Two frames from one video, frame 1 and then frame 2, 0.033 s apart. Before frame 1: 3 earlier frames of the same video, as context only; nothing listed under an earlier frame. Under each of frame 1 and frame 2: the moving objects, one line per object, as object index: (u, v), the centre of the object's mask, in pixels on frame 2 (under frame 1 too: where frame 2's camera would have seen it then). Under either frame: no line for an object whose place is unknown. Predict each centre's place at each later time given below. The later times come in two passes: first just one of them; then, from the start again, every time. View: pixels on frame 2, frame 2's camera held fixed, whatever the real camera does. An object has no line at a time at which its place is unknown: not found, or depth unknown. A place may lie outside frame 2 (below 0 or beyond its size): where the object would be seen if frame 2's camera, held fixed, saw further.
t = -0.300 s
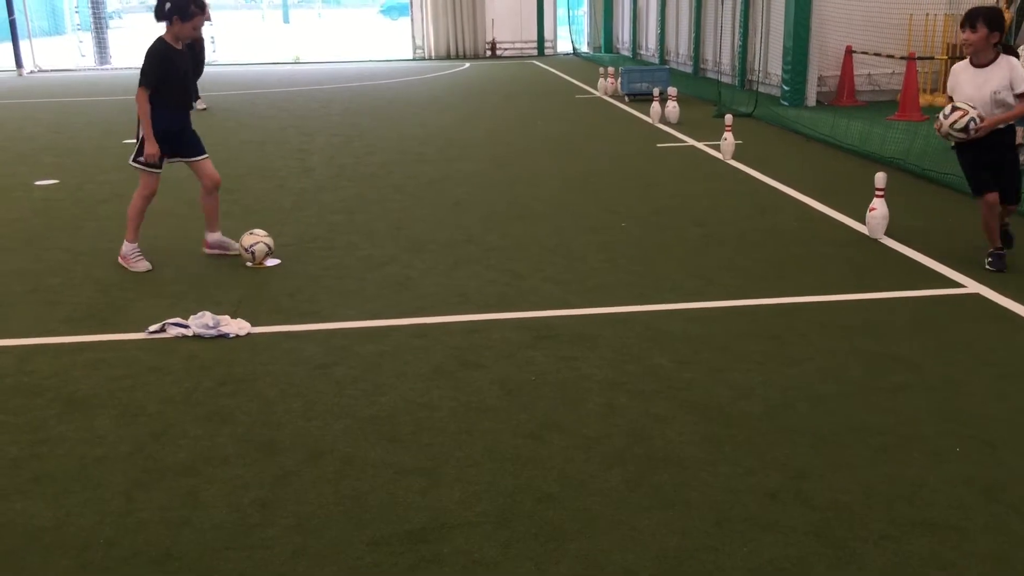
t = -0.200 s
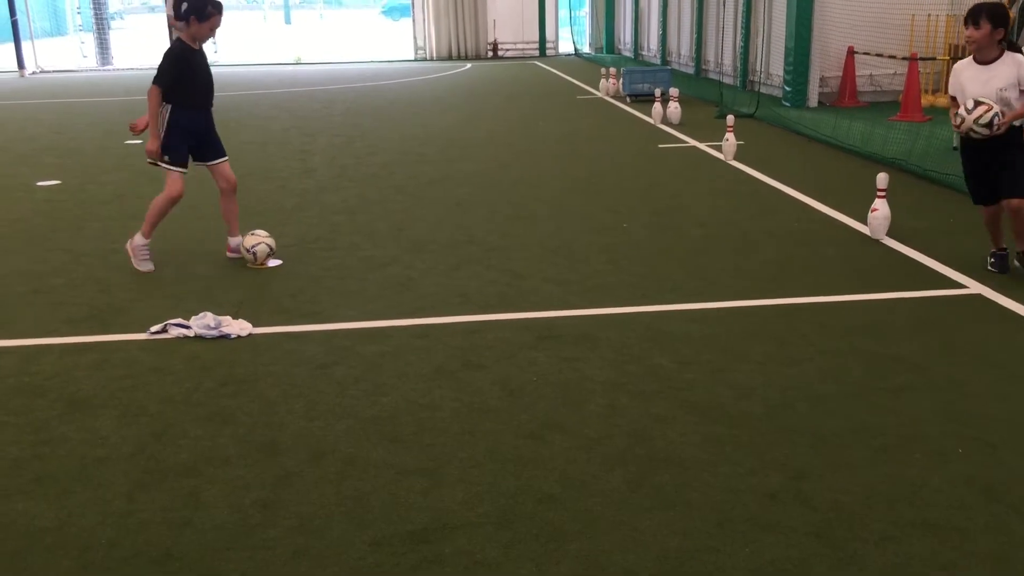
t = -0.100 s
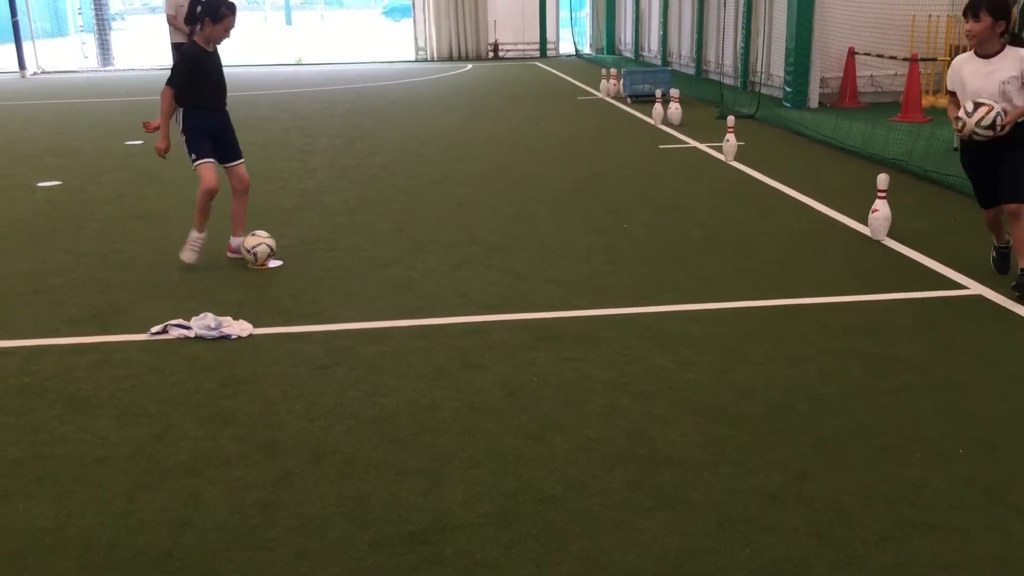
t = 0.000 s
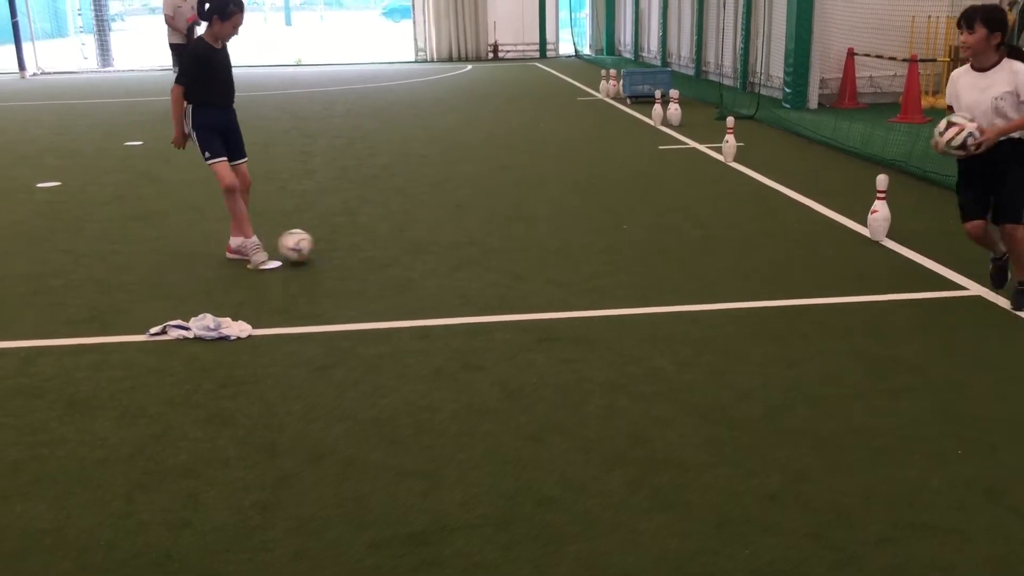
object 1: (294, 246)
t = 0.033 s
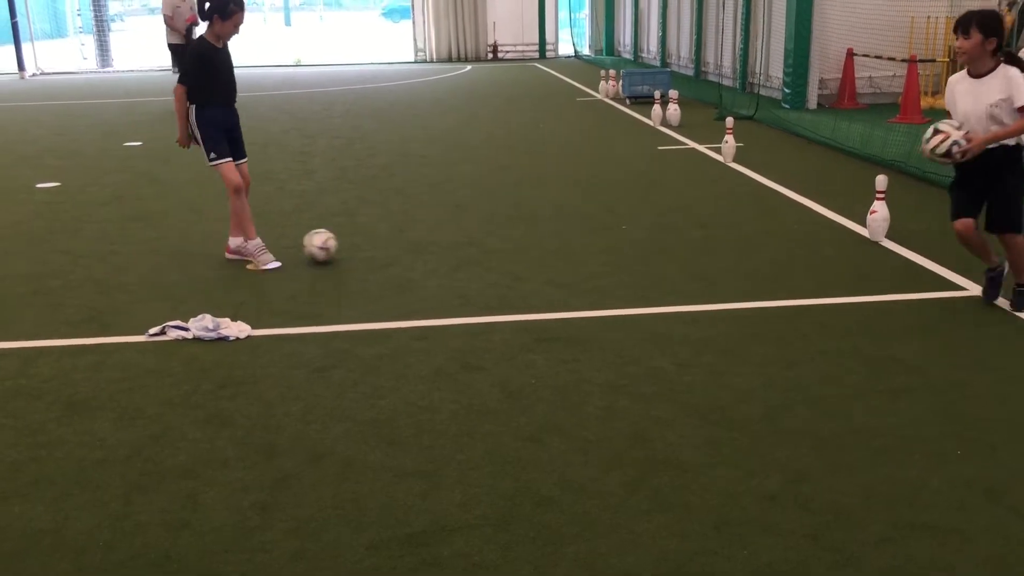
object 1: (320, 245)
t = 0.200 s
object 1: (425, 240)
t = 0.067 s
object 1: (343, 244)
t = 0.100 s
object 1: (365, 244)
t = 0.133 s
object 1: (386, 243)
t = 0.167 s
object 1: (406, 242)
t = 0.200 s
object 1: (425, 240)
